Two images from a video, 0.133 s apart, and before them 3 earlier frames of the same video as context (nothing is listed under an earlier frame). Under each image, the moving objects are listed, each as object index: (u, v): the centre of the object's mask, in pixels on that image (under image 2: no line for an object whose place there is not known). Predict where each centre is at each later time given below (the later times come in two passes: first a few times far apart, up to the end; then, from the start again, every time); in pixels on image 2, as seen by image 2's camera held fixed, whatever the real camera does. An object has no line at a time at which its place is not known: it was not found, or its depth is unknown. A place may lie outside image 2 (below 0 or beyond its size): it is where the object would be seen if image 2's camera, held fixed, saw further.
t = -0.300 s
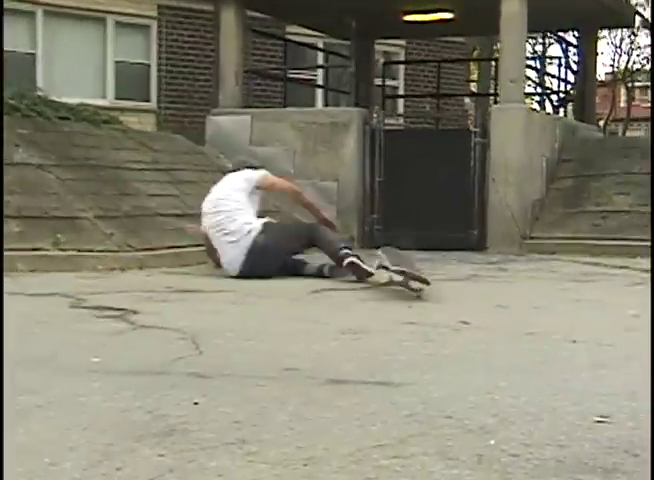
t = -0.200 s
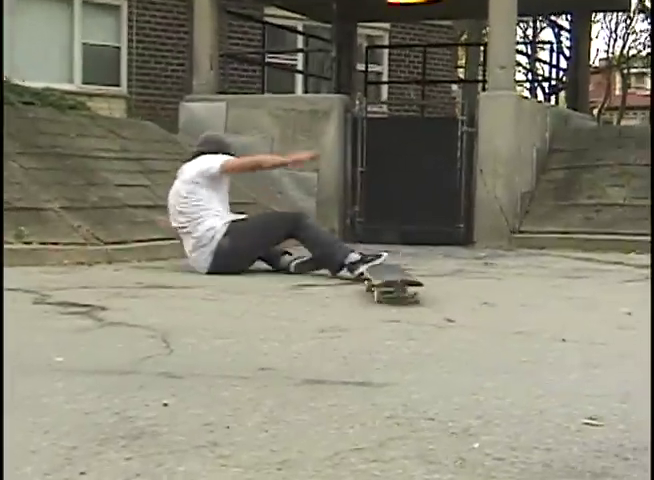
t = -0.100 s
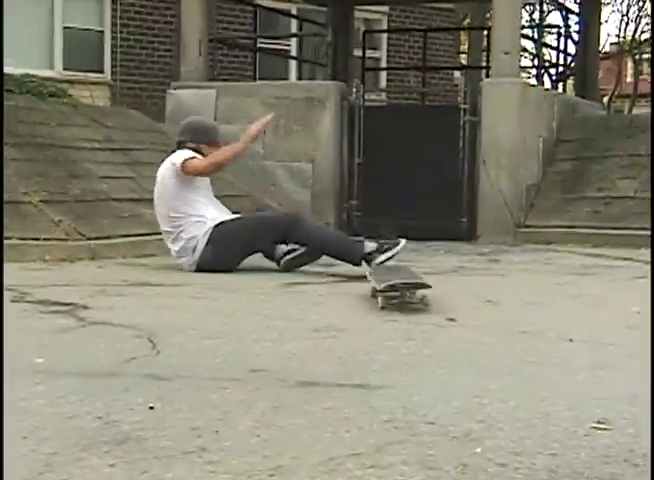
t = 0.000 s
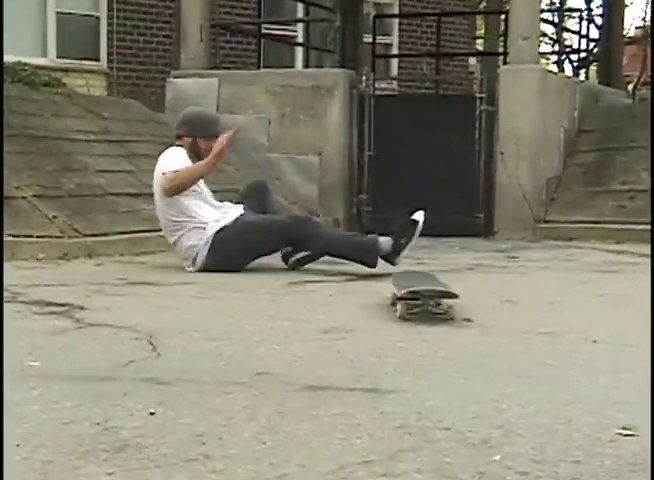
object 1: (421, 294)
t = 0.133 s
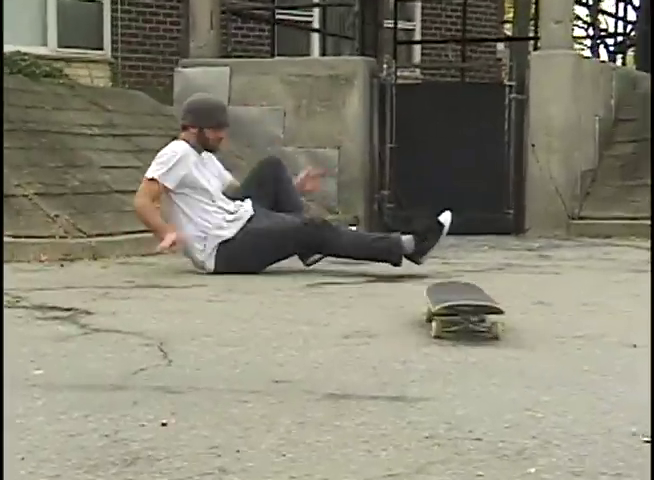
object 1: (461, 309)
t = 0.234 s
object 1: (472, 320)
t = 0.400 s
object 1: (486, 341)
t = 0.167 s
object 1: (465, 313)
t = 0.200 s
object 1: (468, 317)
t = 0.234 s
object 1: (472, 320)
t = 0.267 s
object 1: (474, 324)
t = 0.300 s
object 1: (478, 328)
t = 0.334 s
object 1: (481, 332)
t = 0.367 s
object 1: (484, 337)
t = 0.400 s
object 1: (486, 341)
